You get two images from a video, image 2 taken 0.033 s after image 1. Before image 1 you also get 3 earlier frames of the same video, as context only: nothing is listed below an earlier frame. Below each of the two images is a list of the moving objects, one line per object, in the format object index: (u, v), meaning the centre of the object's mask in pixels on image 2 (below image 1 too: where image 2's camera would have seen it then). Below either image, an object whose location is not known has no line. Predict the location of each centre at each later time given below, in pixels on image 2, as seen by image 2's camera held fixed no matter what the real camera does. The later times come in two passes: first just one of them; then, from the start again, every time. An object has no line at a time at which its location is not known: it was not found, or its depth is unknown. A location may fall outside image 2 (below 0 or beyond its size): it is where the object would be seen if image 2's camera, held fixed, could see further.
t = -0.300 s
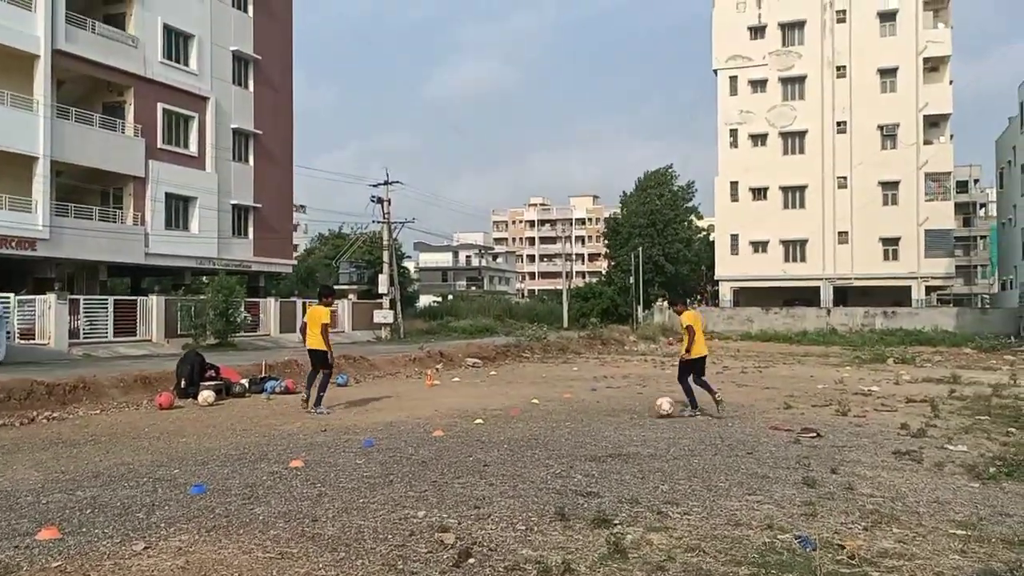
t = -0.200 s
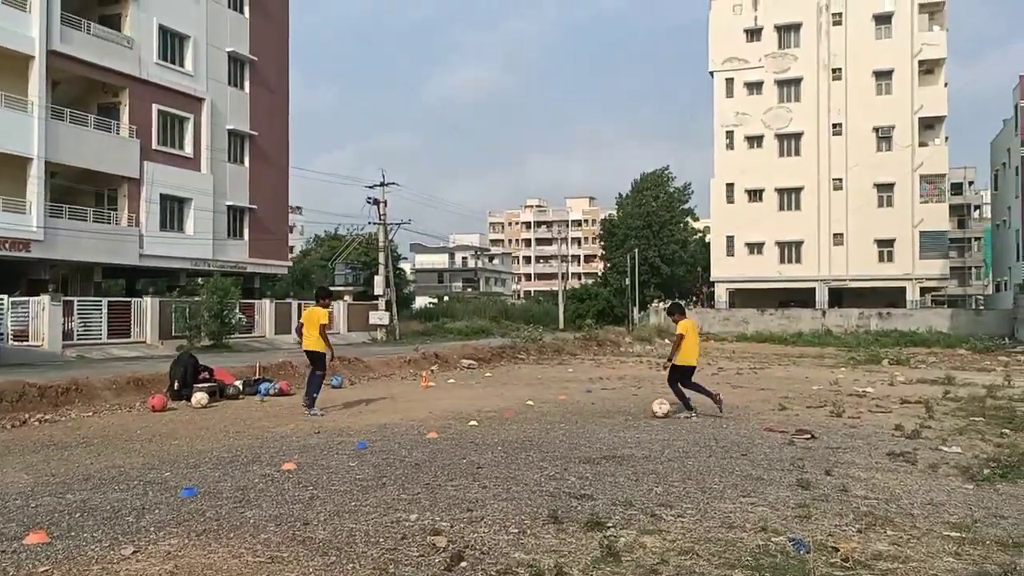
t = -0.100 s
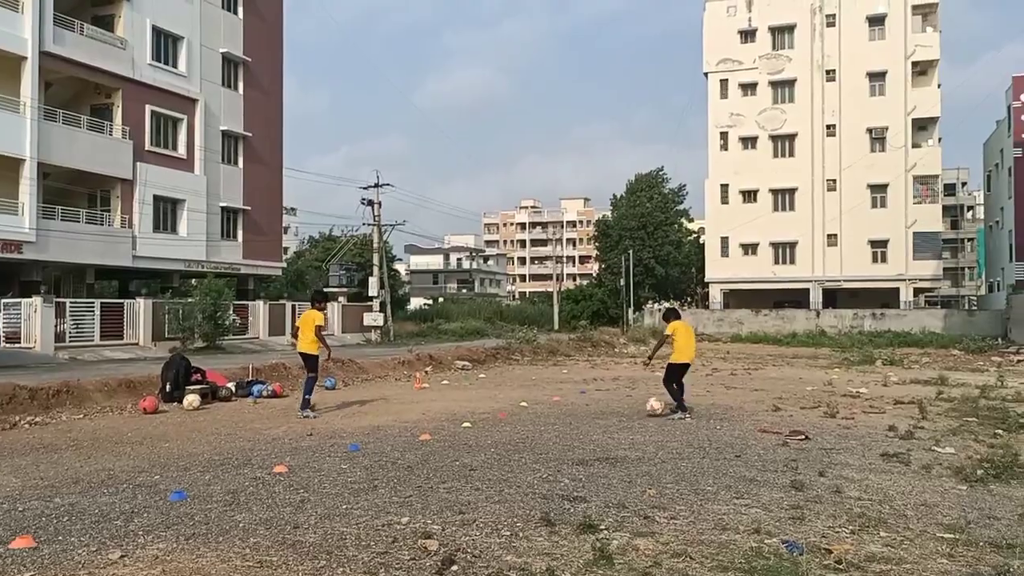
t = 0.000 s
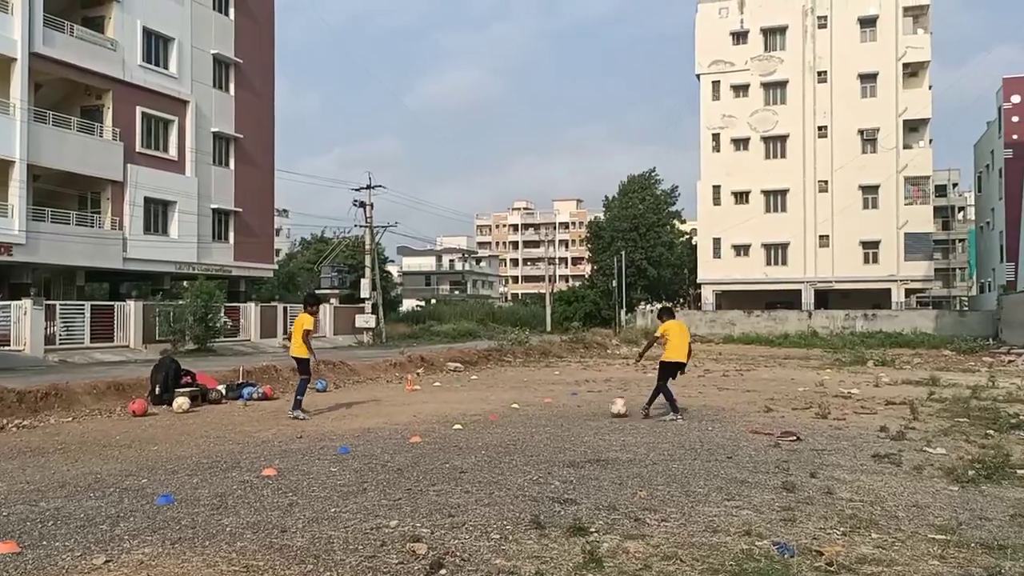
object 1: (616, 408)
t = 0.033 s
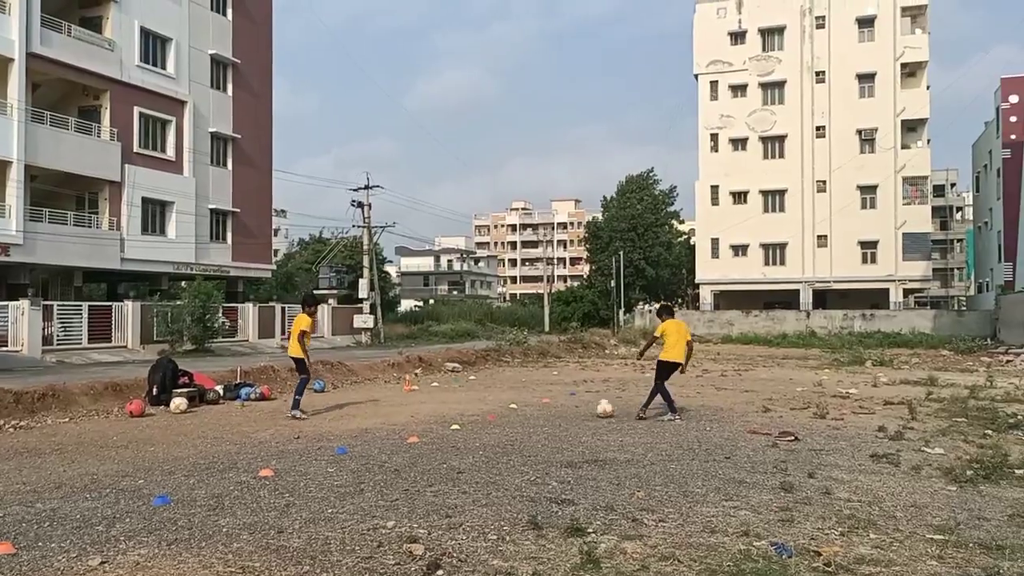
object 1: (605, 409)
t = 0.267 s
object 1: (544, 405)
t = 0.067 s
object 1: (594, 409)
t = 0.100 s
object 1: (584, 408)
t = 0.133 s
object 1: (575, 407)
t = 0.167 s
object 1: (568, 406)
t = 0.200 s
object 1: (559, 406)
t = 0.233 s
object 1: (552, 406)
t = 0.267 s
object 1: (544, 405)
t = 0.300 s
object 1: (536, 404)
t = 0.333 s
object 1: (530, 405)
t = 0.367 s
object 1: (522, 404)
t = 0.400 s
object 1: (516, 404)
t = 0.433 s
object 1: (510, 402)
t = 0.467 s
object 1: (504, 403)
